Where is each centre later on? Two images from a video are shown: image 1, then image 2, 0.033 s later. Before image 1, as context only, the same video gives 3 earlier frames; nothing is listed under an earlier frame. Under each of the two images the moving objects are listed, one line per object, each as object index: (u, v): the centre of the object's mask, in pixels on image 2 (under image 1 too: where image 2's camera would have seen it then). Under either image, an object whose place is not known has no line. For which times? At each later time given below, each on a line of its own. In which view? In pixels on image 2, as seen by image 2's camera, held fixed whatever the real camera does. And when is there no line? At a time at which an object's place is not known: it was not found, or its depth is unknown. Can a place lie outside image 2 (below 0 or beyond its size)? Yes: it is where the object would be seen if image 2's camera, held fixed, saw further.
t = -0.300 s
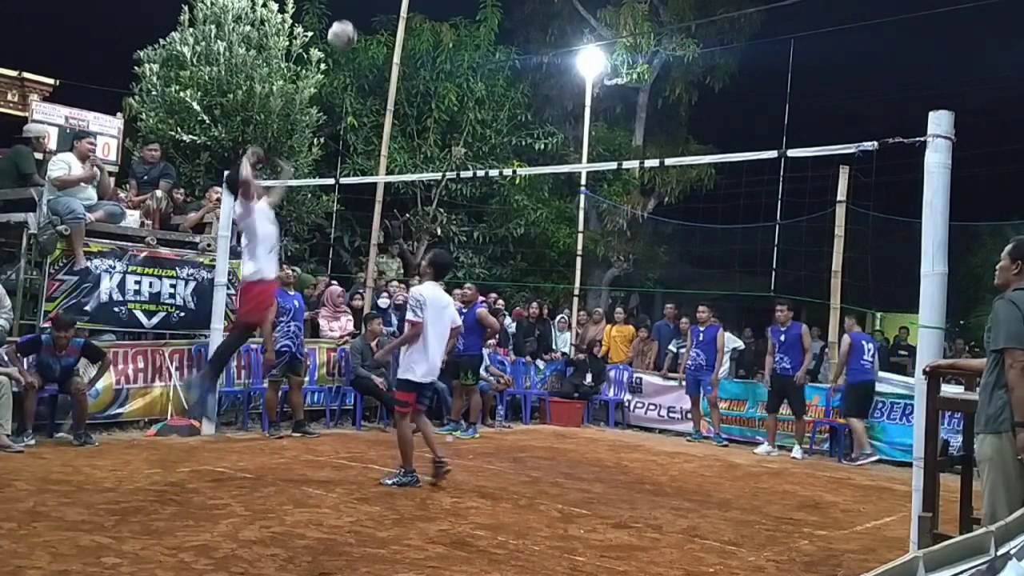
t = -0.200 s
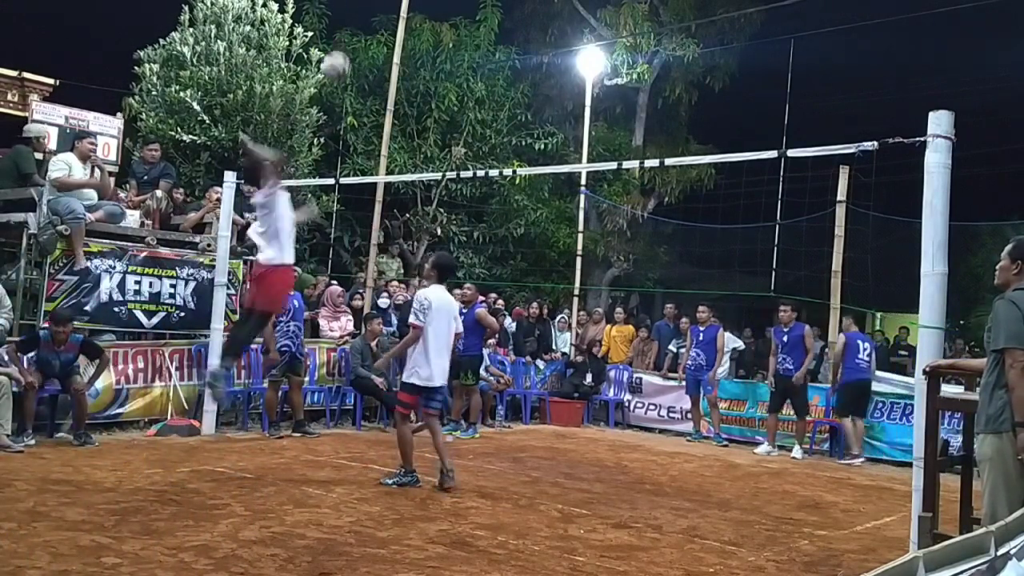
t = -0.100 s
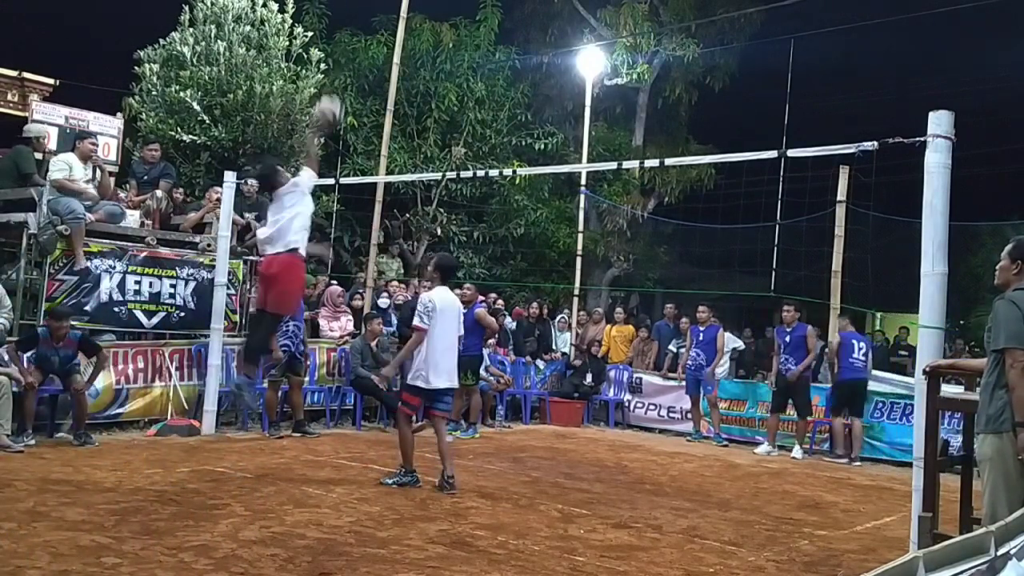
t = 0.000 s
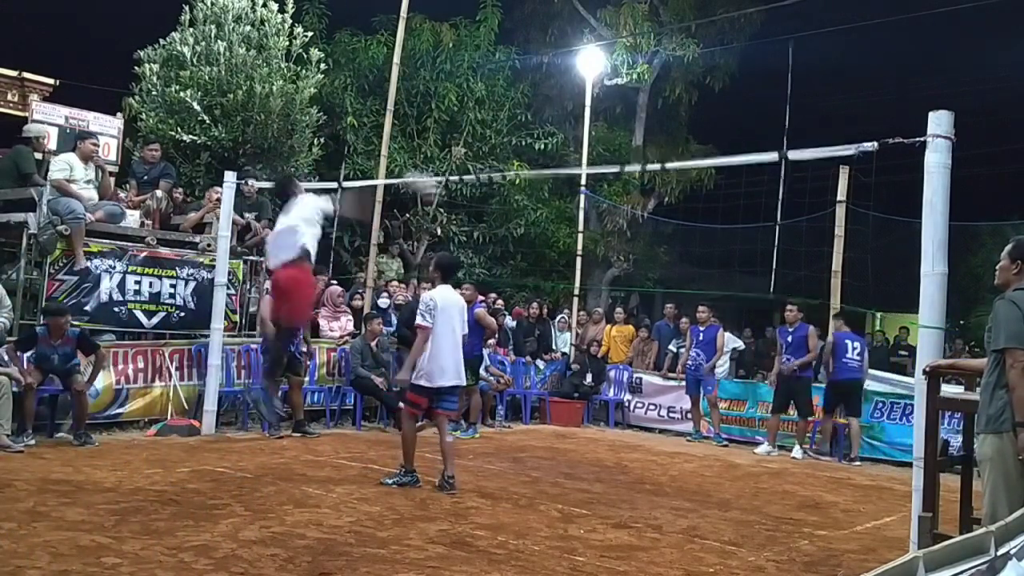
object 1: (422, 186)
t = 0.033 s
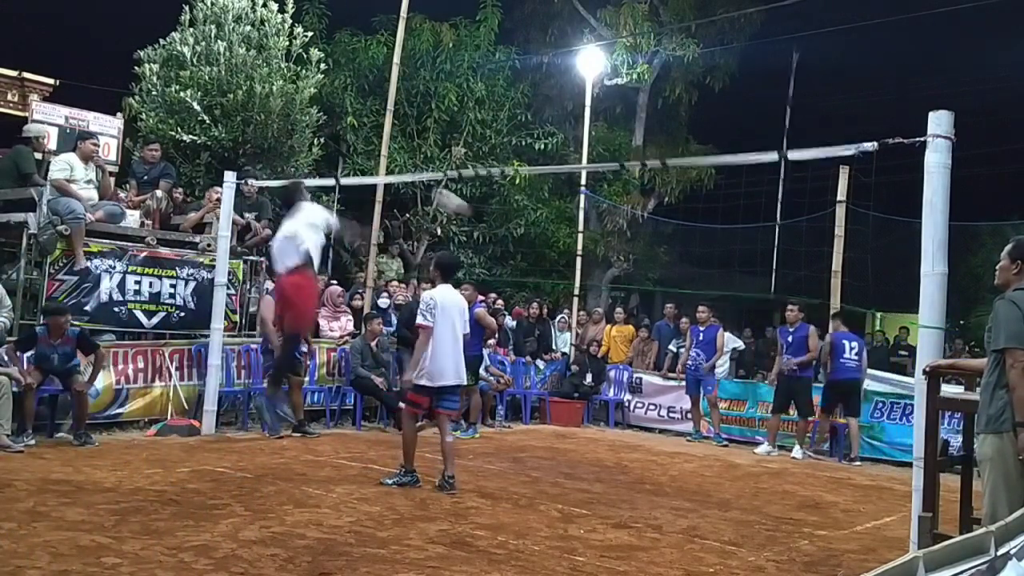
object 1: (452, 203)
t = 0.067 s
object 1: (473, 221)
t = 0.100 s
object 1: (496, 239)
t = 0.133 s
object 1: (516, 258)
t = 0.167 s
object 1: (535, 278)
